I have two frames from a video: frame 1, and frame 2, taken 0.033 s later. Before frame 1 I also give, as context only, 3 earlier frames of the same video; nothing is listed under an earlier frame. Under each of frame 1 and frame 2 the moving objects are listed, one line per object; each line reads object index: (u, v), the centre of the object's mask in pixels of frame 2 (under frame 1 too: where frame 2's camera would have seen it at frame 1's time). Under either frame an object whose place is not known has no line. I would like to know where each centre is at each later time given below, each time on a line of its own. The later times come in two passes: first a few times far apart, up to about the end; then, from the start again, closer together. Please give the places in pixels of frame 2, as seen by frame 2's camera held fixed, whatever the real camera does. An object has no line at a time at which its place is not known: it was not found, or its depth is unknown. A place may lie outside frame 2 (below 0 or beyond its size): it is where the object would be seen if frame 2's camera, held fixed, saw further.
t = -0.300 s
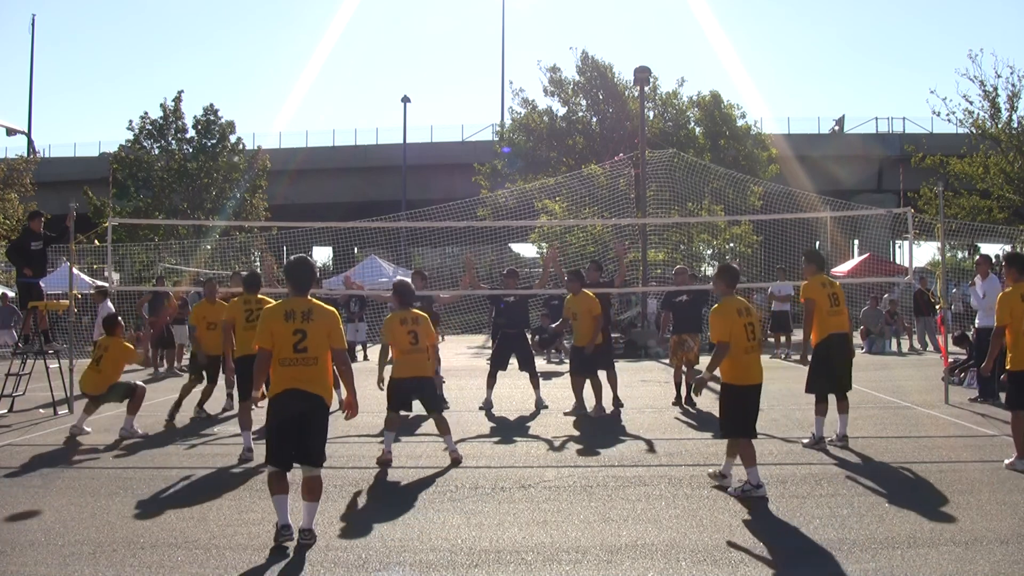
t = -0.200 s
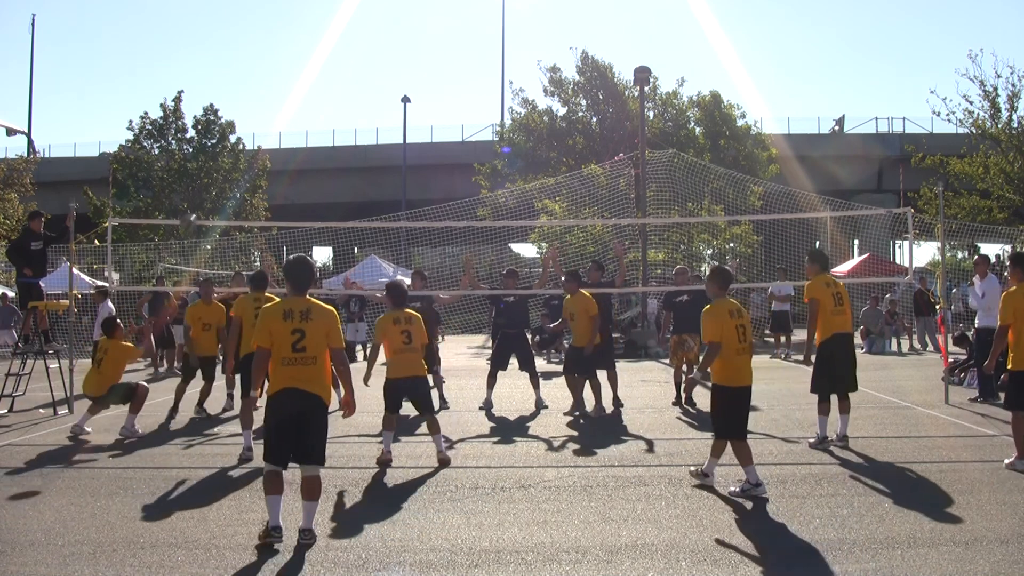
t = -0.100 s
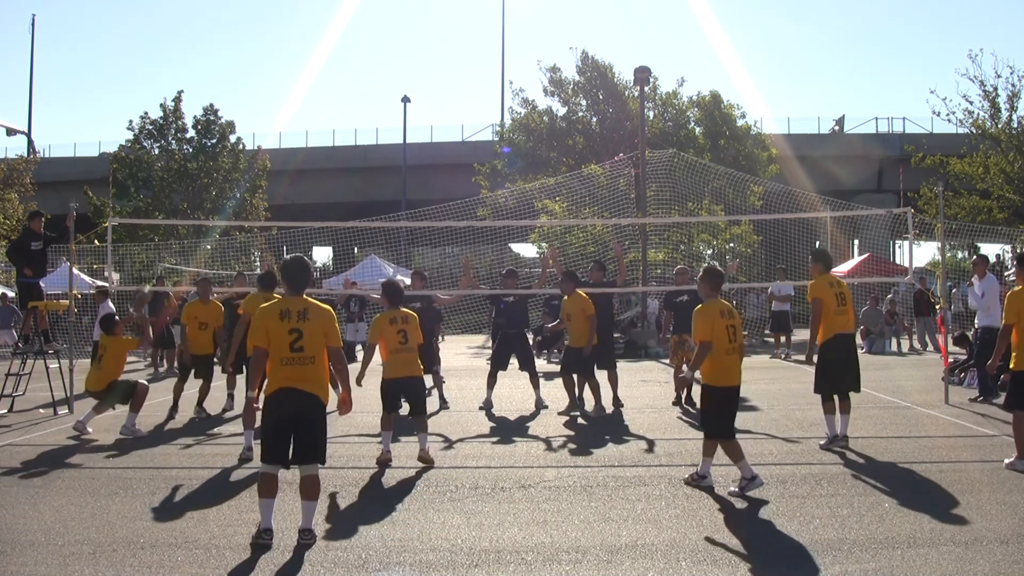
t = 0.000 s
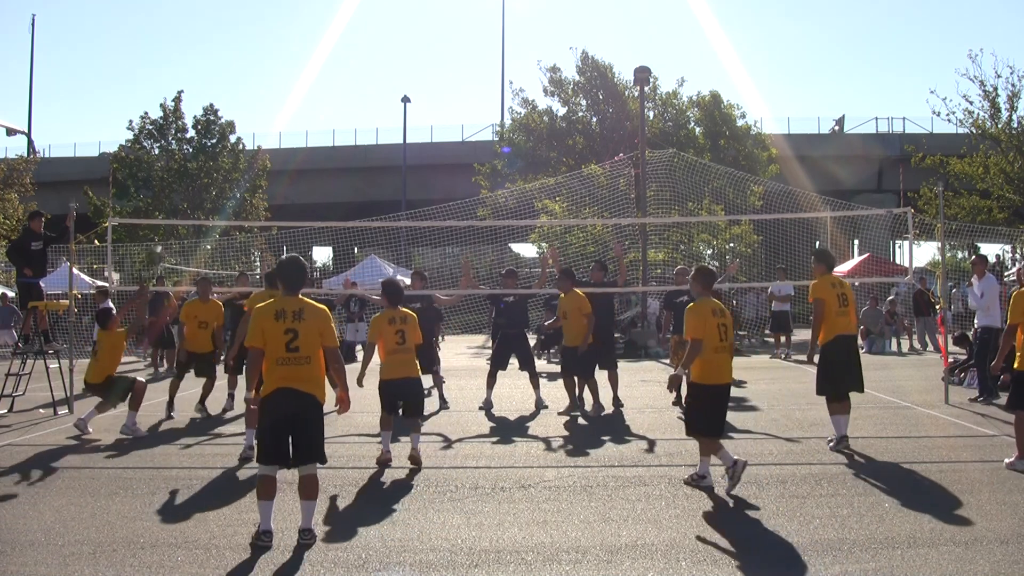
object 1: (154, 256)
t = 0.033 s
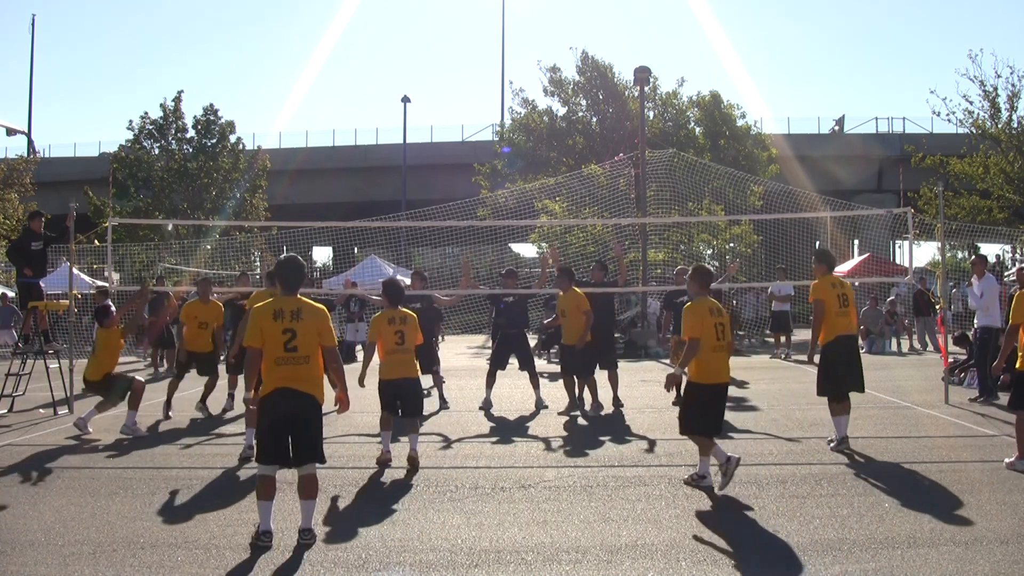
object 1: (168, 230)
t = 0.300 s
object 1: (253, 96)
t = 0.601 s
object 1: (351, 20)
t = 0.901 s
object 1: (446, 27)
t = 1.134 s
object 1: (518, 89)
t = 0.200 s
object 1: (222, 139)
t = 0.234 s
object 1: (231, 125)
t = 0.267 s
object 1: (242, 110)
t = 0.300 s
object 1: (253, 96)
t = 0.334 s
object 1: (264, 83)
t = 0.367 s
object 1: (275, 72)
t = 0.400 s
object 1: (286, 61)
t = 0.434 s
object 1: (297, 52)
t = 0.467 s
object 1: (308, 43)
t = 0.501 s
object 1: (318, 36)
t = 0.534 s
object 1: (329, 30)
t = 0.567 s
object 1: (340, 25)
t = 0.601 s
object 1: (351, 20)
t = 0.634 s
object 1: (362, 17)
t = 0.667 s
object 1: (372, 15)
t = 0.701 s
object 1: (383, 14)
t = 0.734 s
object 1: (394, 13)
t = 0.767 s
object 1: (404, 14)
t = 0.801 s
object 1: (415, 16)
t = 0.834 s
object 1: (425, 19)
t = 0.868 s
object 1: (435, 23)
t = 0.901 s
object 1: (446, 27)
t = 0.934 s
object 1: (456, 33)
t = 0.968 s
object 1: (466, 40)
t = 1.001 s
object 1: (477, 48)
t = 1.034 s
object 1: (487, 57)
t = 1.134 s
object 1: (518, 89)
